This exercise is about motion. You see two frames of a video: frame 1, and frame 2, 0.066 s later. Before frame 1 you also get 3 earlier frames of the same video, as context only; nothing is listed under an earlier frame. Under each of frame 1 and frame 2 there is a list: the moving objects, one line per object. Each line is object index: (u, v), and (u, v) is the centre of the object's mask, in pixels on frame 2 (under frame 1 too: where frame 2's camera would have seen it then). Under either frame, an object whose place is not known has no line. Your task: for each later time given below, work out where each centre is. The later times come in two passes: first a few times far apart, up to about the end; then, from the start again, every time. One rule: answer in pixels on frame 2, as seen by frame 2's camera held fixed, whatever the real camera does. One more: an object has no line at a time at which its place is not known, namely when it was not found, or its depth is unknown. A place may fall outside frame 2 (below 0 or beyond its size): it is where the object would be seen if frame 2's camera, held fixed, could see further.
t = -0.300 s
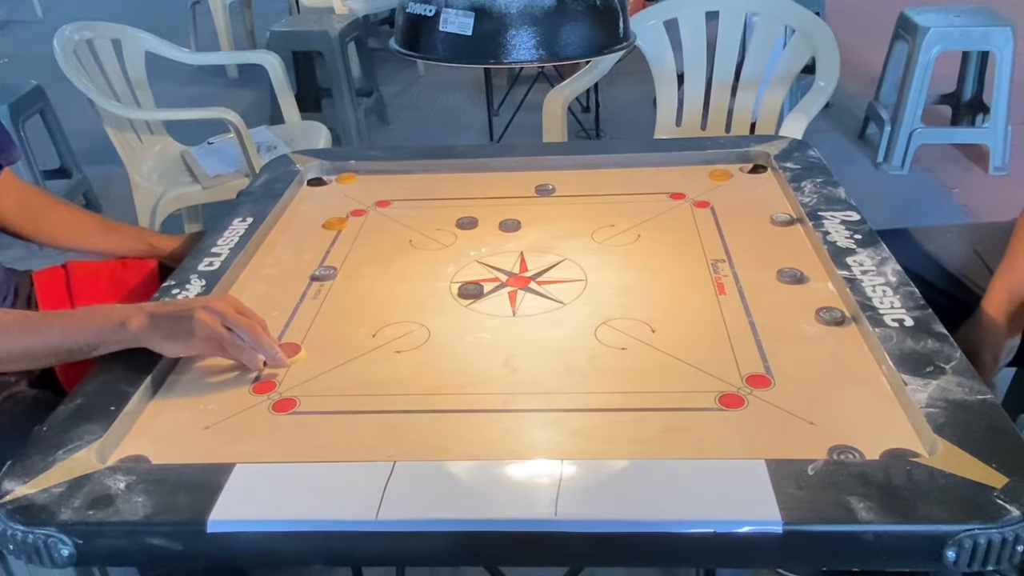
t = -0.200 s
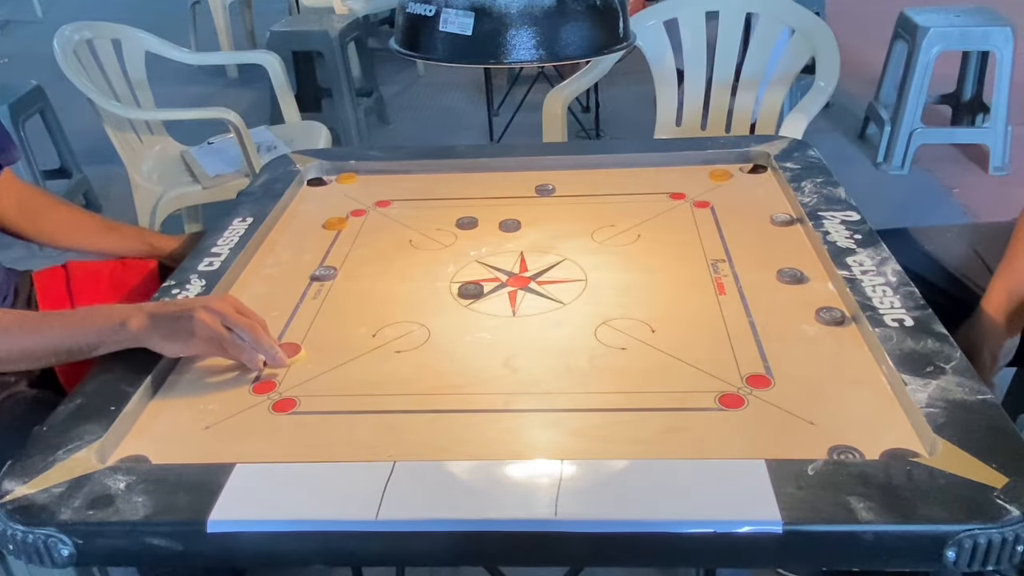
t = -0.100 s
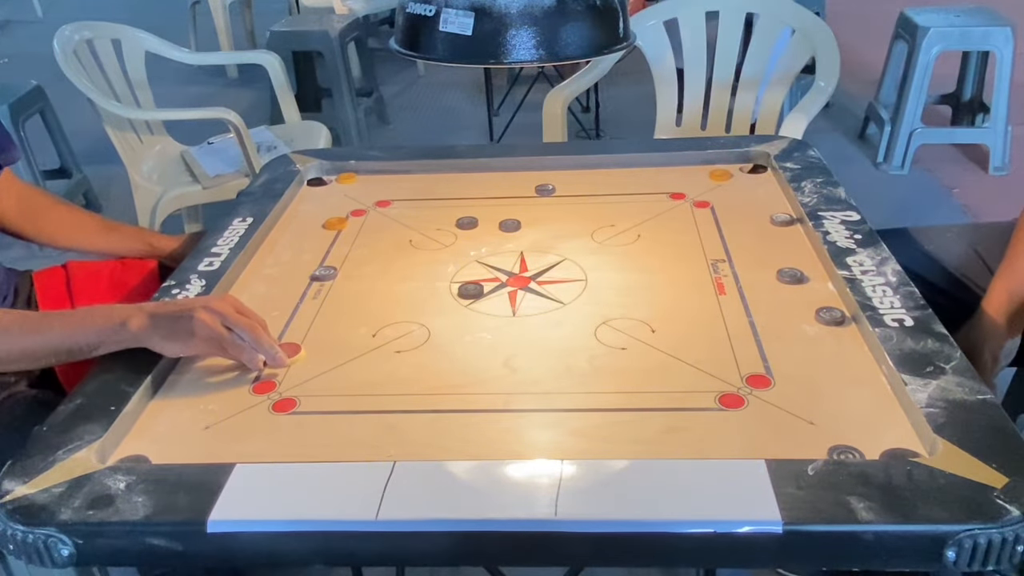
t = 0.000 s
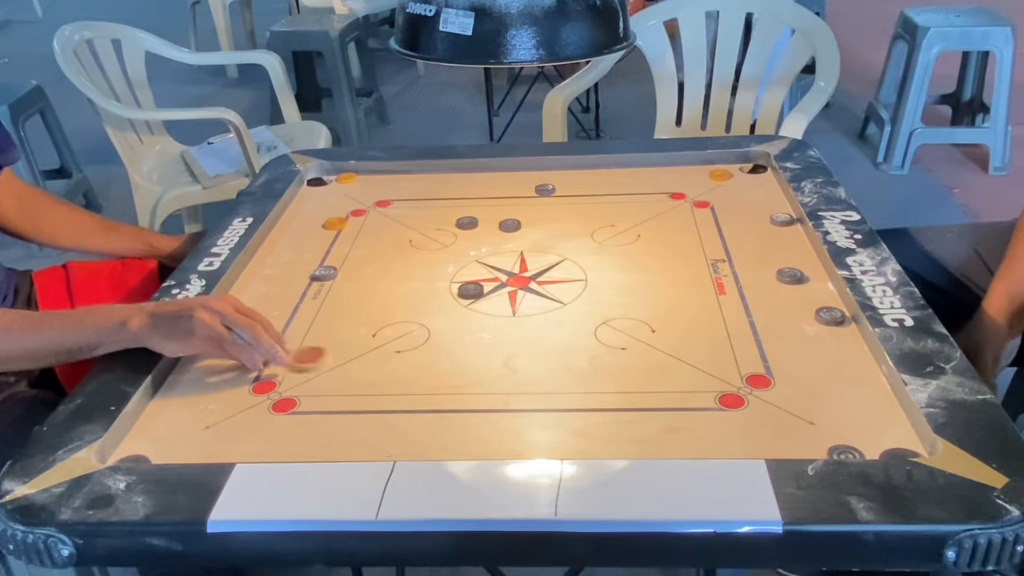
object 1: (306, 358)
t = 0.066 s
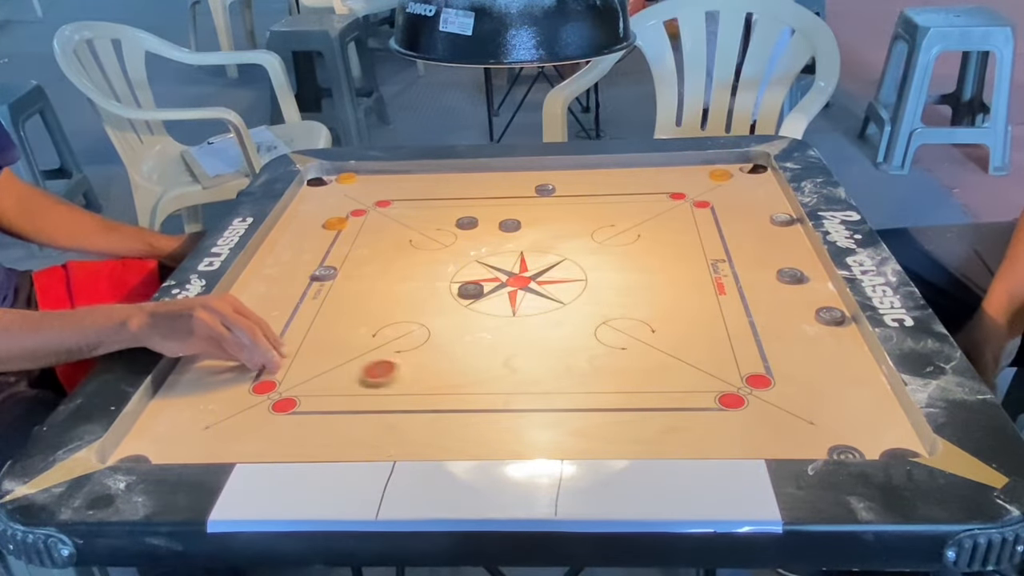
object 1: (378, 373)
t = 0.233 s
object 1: (550, 407)
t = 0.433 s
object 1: (738, 441)
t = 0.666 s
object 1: (836, 452)
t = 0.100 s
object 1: (414, 381)
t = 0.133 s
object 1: (448, 388)
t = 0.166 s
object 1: (483, 394)
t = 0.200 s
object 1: (518, 401)
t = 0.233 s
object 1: (550, 407)
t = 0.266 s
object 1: (584, 414)
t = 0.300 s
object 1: (616, 420)
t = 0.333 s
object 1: (649, 426)
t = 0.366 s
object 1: (680, 432)
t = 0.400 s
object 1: (710, 437)
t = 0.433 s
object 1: (738, 441)
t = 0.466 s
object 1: (767, 445)
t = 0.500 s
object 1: (792, 447)
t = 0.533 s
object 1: (808, 449)
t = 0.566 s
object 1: (818, 450)
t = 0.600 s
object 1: (826, 451)
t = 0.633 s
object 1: (832, 451)
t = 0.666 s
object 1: (836, 452)
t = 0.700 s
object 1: (838, 452)
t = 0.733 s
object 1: (838, 452)
